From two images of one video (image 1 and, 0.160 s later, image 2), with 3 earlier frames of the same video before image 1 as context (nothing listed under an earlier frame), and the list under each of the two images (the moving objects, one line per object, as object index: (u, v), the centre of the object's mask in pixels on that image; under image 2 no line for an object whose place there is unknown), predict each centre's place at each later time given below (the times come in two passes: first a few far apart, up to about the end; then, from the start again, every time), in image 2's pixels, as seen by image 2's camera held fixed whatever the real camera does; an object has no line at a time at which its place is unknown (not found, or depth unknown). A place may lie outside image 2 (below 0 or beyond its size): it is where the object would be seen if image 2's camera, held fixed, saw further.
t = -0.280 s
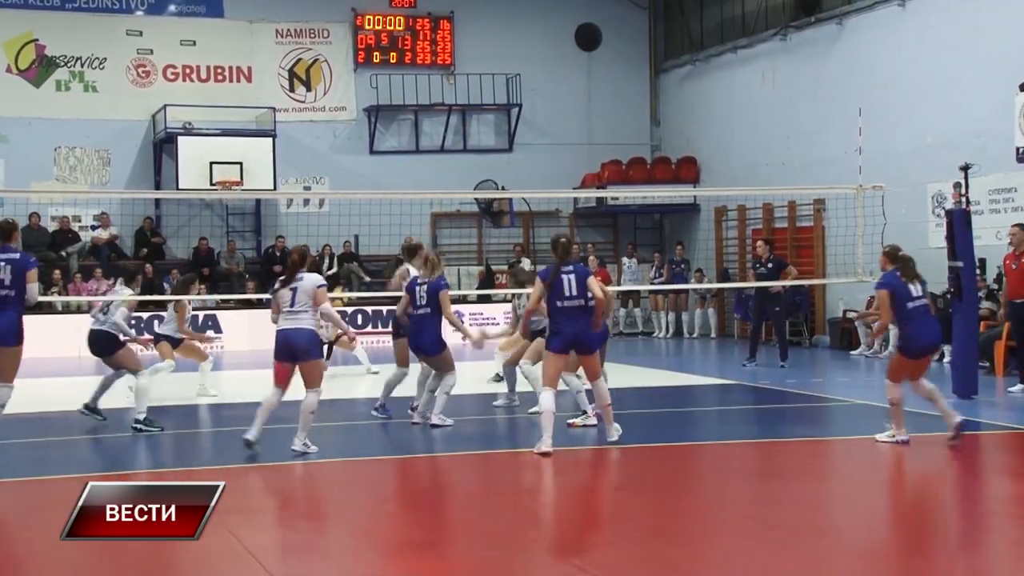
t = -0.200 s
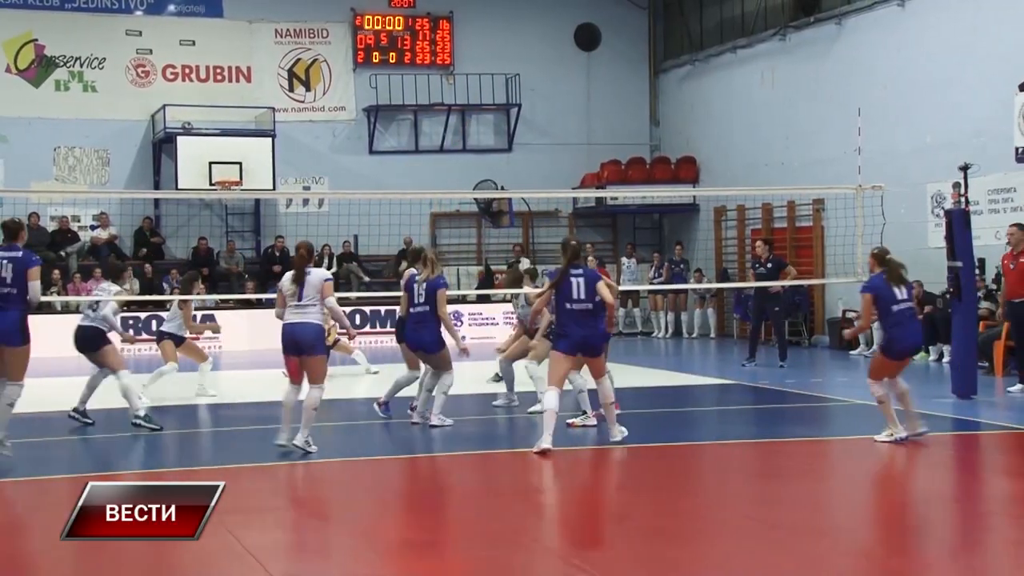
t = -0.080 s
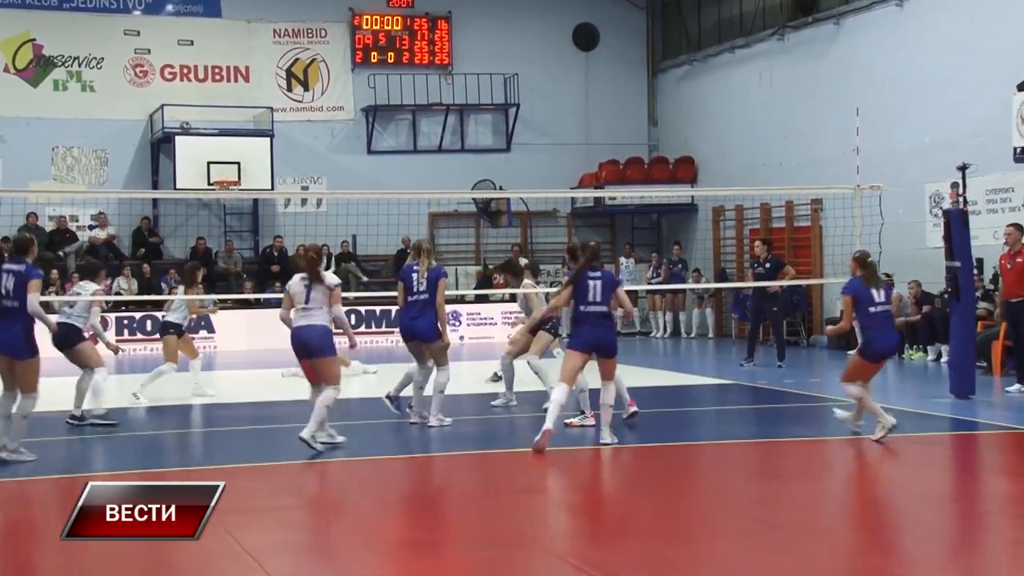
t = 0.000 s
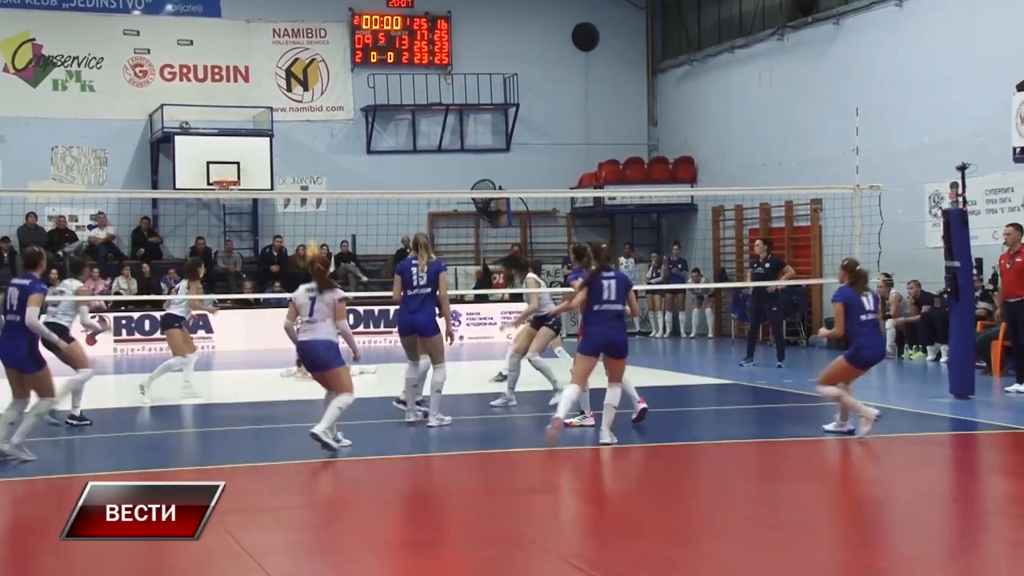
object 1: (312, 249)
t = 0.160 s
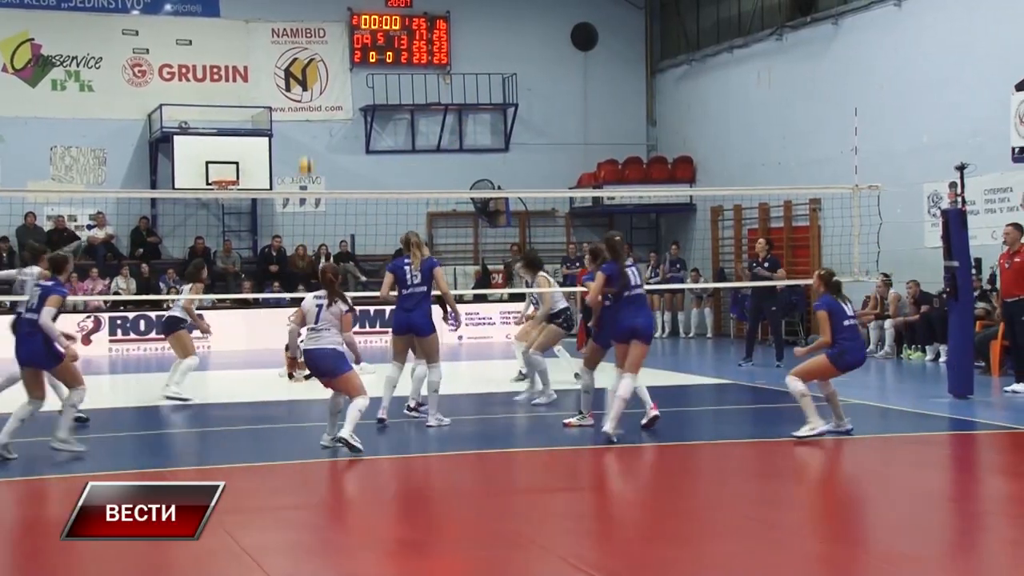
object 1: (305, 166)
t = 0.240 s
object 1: (303, 131)
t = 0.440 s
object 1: (296, 62)
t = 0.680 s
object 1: (288, 22)
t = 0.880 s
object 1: (283, 20)
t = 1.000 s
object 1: (279, 34)
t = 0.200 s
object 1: (305, 148)
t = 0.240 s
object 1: (303, 131)
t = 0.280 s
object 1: (301, 116)
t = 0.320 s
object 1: (300, 102)
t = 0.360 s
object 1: (298, 86)
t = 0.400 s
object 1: (298, 74)
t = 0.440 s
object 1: (296, 62)
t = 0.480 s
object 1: (294, 54)
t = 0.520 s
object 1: (293, 45)
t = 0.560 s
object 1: (291, 37)
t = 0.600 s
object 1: (290, 30)
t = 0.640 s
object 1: (289, 25)
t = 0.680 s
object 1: (288, 22)
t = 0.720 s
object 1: (287, 18)
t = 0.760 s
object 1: (285, 17)
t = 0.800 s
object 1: (285, 17)
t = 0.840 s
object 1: (284, 18)
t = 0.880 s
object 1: (283, 20)
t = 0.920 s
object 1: (281, 23)
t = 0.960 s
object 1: (280, 29)
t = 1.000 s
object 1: (279, 34)
